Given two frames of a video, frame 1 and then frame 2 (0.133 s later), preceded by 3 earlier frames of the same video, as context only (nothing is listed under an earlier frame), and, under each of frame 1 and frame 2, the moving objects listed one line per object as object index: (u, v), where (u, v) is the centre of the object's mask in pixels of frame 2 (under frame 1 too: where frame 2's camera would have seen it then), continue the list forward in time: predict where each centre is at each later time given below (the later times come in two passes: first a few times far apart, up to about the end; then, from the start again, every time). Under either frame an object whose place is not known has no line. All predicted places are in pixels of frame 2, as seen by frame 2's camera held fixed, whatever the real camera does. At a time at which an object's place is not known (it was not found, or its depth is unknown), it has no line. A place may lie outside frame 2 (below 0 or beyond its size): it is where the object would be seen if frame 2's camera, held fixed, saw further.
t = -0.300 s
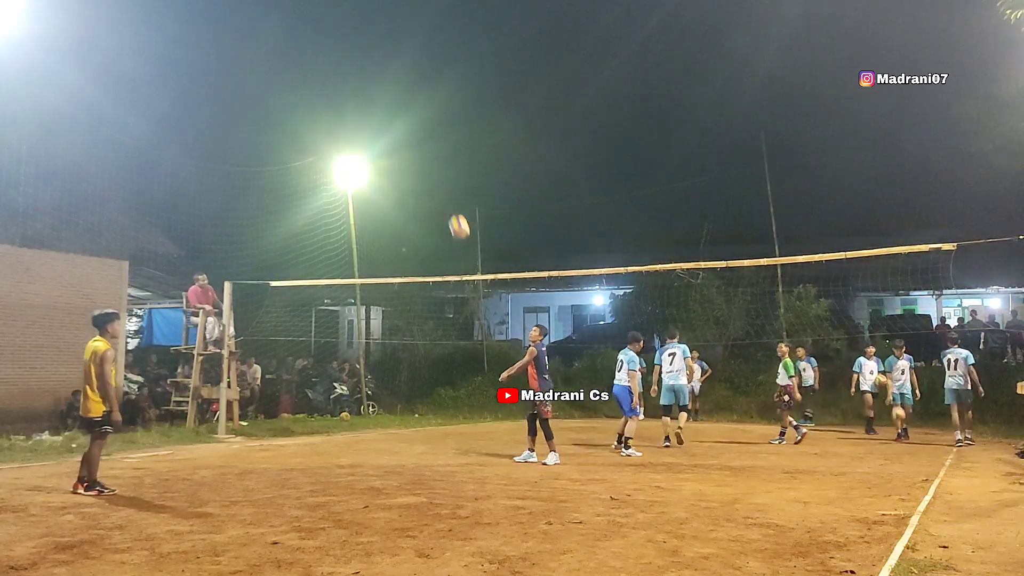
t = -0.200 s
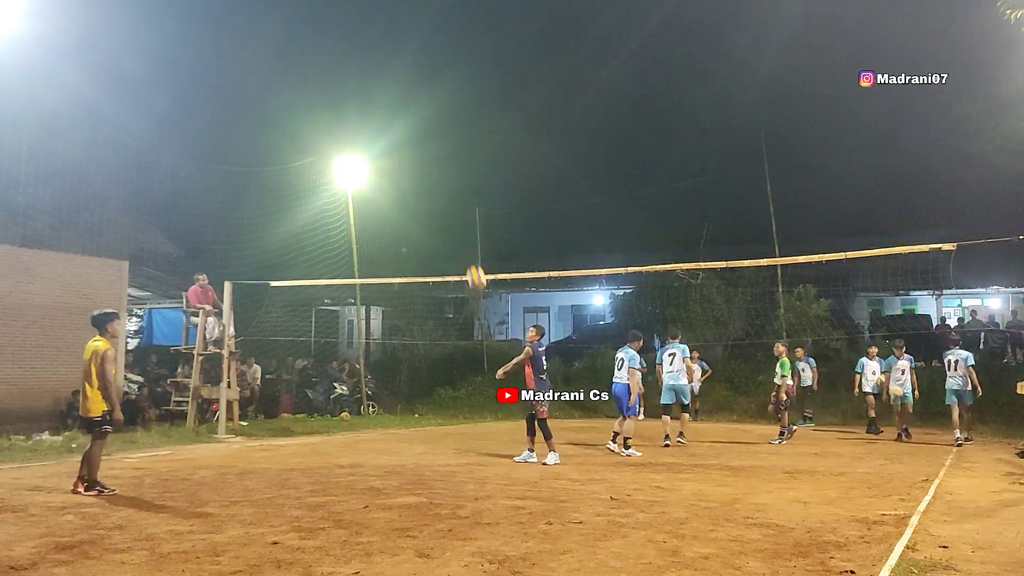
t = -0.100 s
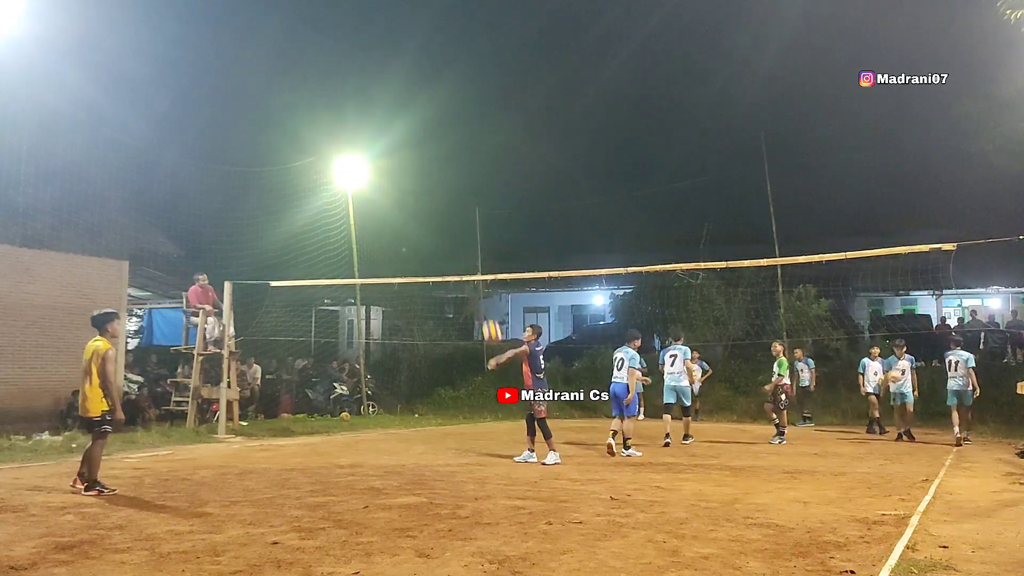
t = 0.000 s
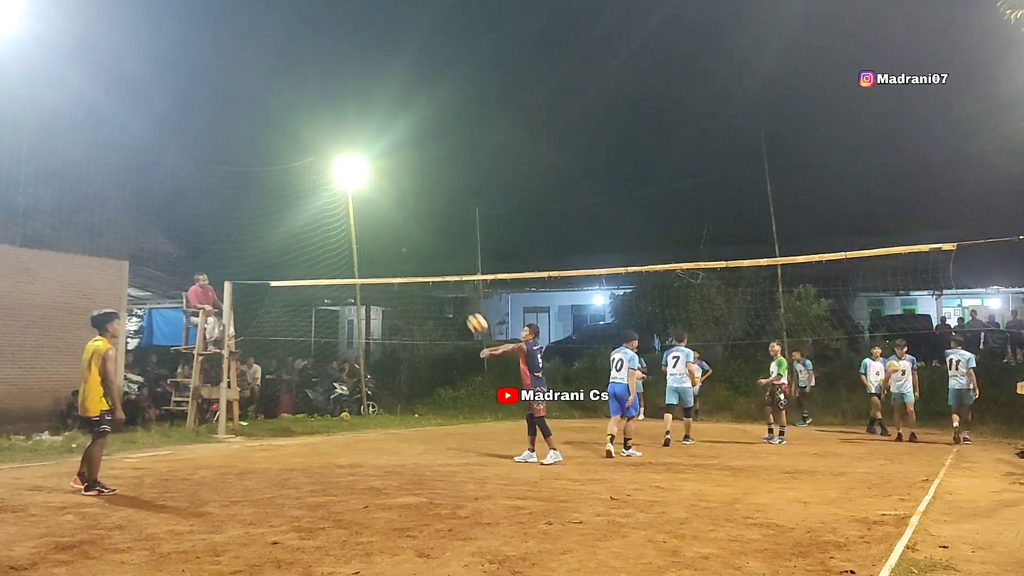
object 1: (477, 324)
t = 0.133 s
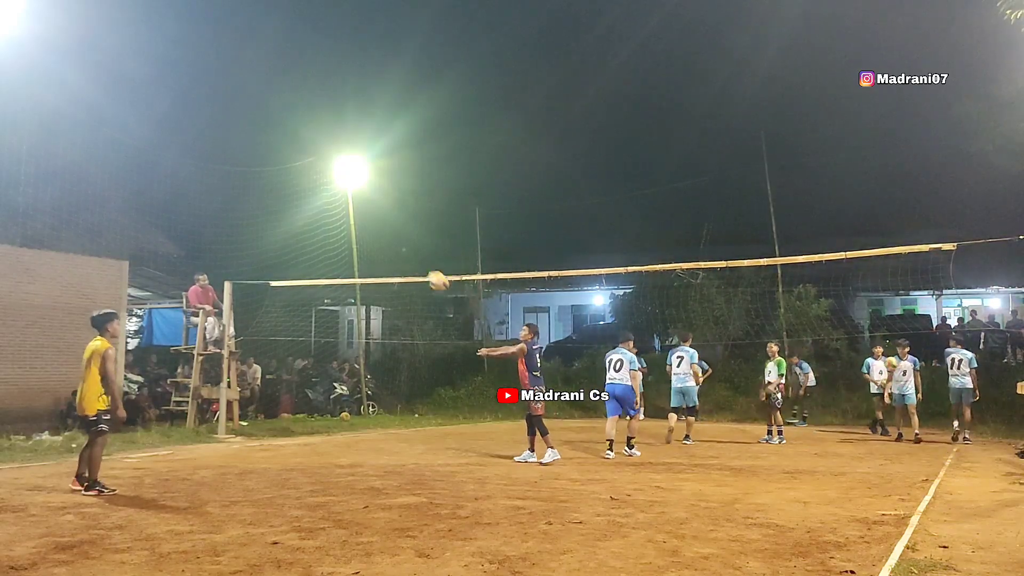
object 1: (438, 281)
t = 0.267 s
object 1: (397, 251)
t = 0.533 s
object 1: (308, 233)
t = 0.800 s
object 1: (210, 280)
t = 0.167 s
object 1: (427, 271)
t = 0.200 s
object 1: (417, 264)
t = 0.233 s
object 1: (407, 257)
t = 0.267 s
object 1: (397, 251)
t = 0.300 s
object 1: (386, 245)
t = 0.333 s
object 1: (376, 241)
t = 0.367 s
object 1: (365, 237)
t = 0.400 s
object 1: (354, 233)
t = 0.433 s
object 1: (343, 232)
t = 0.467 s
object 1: (332, 231)
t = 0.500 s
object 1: (320, 231)
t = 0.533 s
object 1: (308, 233)
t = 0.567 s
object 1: (296, 235)
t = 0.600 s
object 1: (284, 238)
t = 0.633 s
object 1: (273, 242)
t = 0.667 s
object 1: (260, 248)
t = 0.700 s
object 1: (247, 255)
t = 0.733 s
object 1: (235, 262)
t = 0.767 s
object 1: (222, 271)
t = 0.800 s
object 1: (210, 280)
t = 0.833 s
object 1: (197, 293)
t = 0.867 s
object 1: (183, 305)
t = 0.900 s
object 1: (172, 320)
